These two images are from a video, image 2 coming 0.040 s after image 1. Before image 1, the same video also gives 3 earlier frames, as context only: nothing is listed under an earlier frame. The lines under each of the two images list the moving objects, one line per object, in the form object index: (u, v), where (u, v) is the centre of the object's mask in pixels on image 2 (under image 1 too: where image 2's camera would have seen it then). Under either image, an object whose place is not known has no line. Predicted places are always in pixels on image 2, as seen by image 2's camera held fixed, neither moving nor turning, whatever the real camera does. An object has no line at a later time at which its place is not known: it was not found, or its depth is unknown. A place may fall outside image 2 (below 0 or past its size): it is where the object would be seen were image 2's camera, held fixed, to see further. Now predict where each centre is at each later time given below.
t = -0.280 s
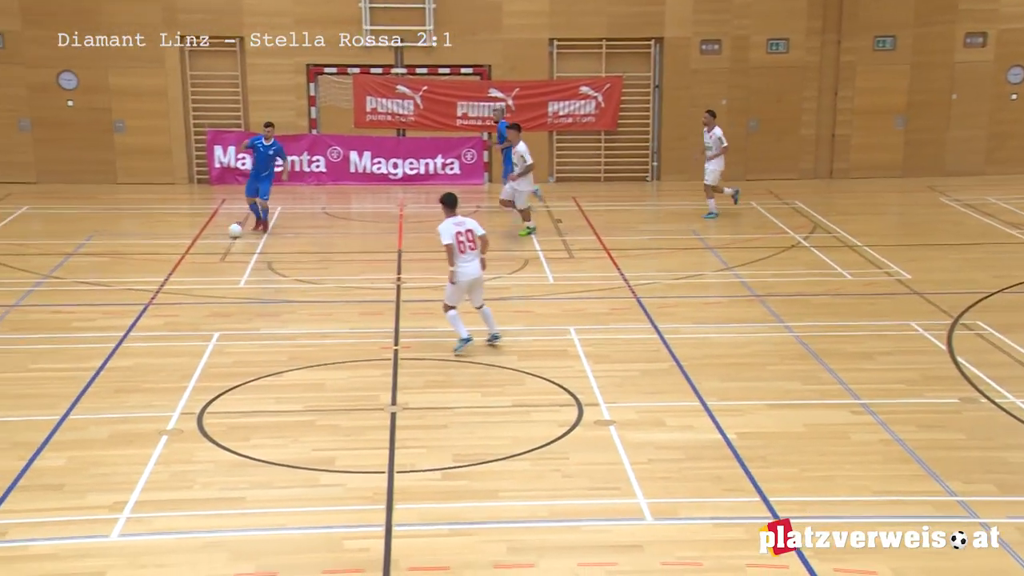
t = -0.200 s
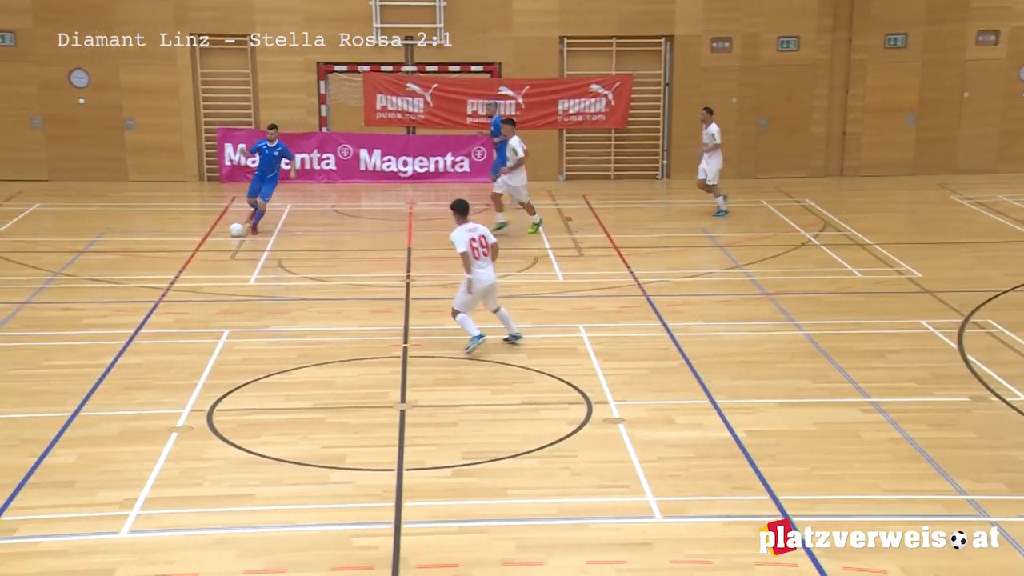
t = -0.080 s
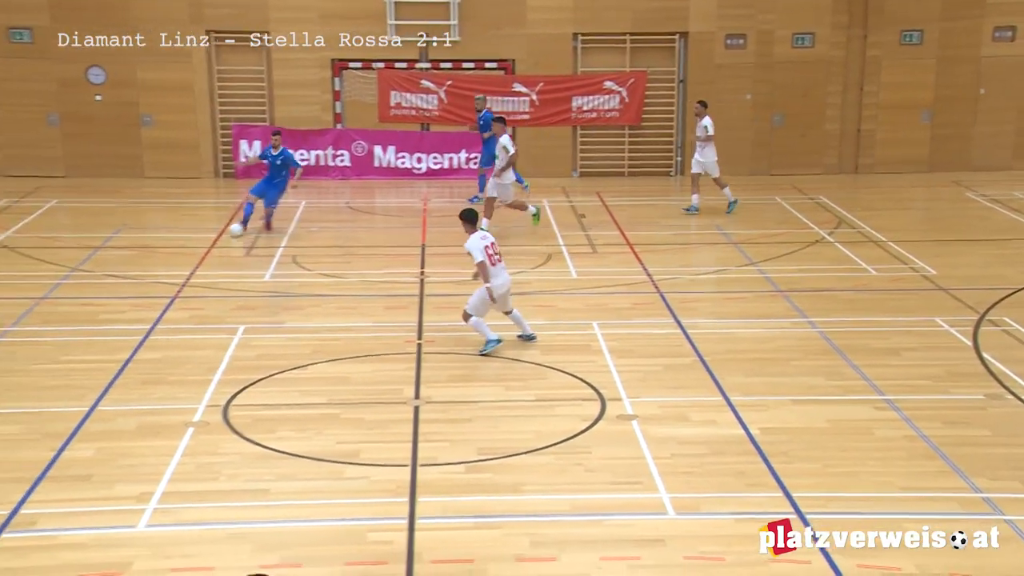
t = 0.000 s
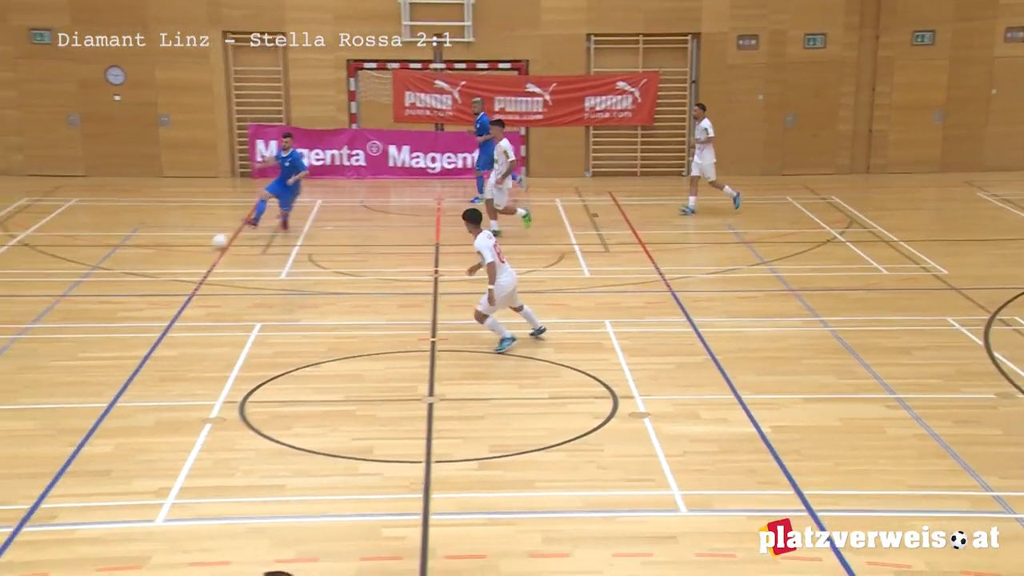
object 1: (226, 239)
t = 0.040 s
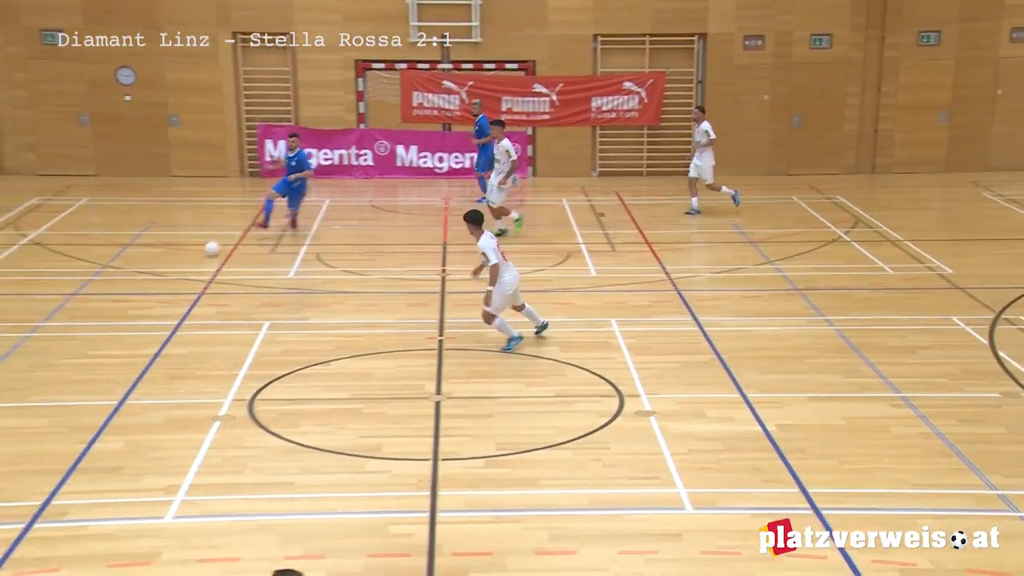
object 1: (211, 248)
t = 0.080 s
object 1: (196, 256)
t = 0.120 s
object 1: (181, 263)
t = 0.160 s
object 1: (165, 270)
